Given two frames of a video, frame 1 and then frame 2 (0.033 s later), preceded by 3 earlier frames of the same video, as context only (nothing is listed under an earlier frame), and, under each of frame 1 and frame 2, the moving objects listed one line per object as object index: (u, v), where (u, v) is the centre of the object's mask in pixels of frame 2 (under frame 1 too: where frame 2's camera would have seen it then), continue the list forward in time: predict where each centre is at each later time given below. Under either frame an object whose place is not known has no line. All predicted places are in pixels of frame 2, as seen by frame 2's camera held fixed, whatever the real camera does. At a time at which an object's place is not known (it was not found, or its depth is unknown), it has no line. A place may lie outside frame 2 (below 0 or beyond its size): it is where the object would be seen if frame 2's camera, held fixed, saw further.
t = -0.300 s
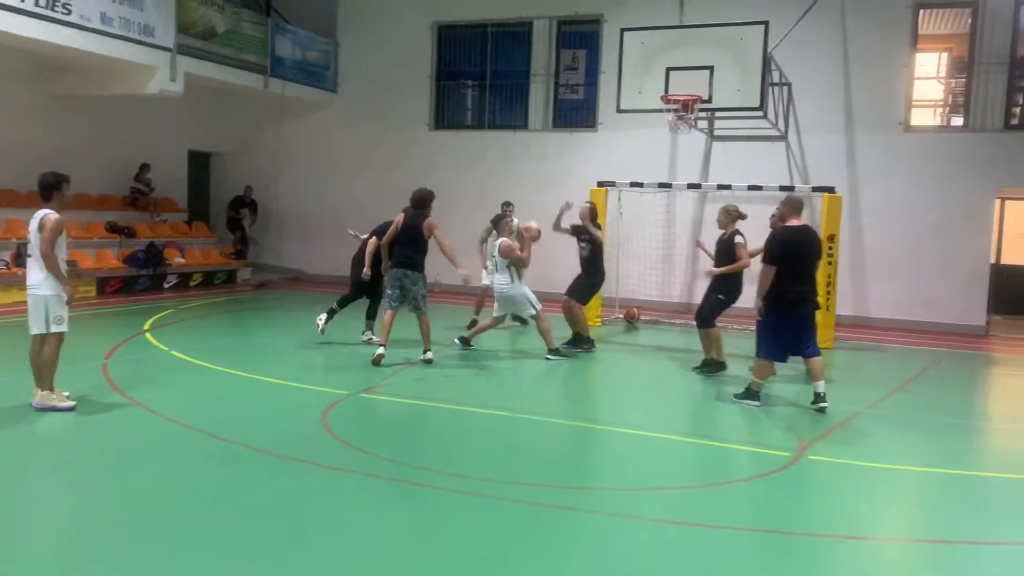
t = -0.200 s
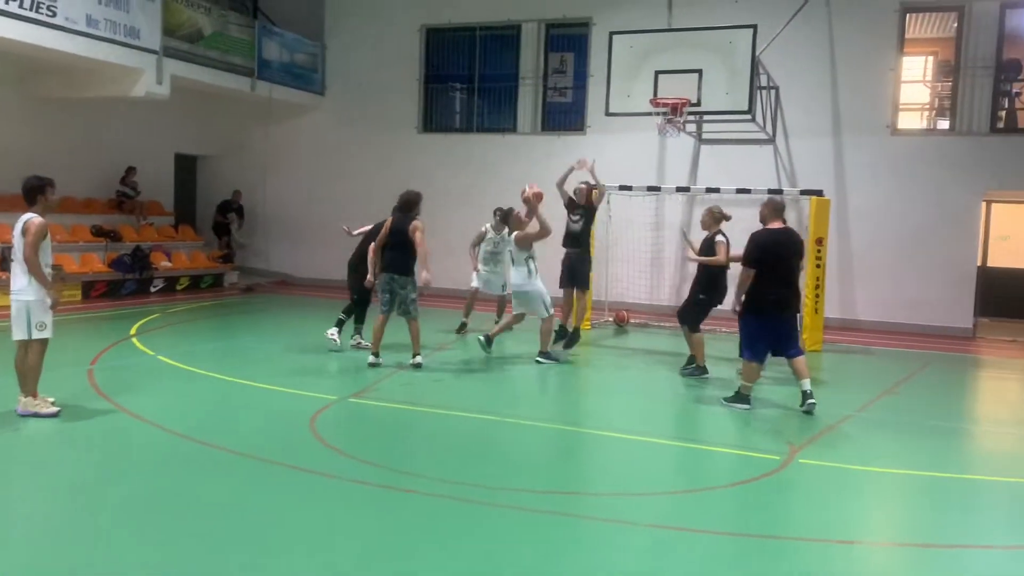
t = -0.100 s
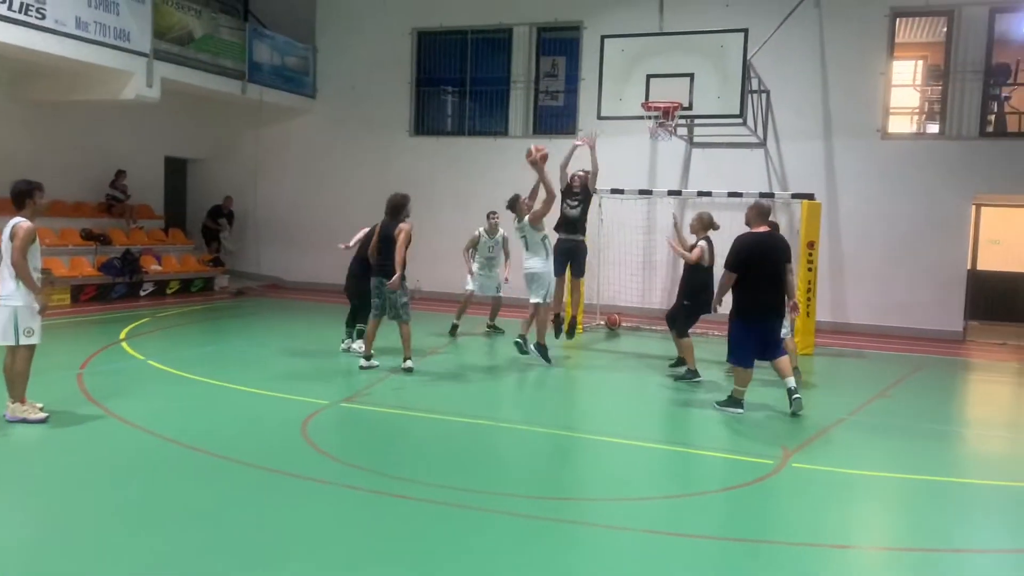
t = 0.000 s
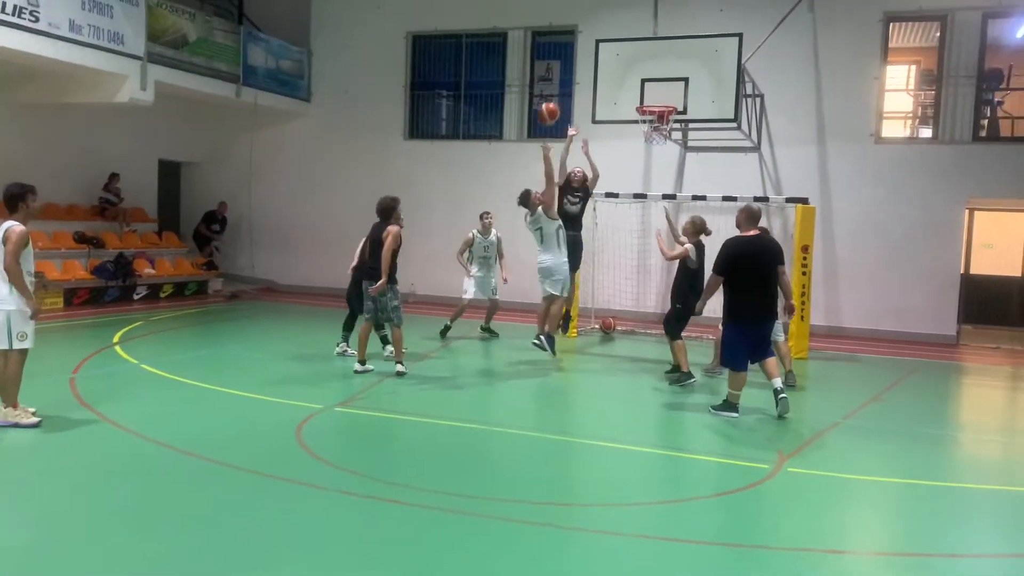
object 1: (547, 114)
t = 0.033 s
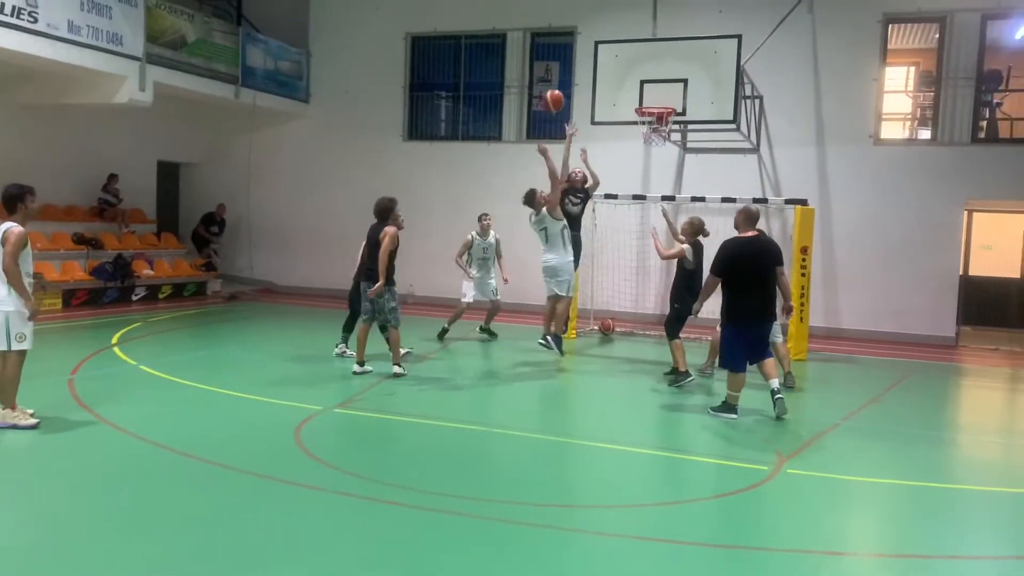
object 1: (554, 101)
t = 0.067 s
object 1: (558, 89)
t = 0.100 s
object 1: (564, 79)
